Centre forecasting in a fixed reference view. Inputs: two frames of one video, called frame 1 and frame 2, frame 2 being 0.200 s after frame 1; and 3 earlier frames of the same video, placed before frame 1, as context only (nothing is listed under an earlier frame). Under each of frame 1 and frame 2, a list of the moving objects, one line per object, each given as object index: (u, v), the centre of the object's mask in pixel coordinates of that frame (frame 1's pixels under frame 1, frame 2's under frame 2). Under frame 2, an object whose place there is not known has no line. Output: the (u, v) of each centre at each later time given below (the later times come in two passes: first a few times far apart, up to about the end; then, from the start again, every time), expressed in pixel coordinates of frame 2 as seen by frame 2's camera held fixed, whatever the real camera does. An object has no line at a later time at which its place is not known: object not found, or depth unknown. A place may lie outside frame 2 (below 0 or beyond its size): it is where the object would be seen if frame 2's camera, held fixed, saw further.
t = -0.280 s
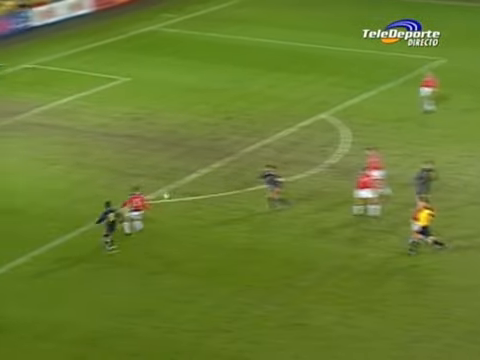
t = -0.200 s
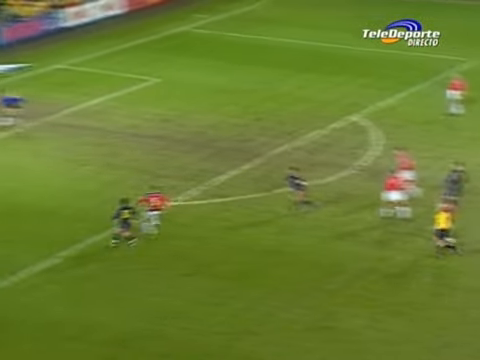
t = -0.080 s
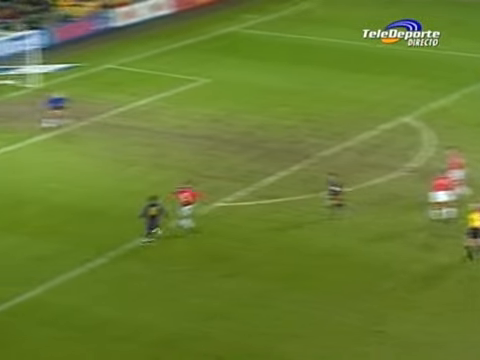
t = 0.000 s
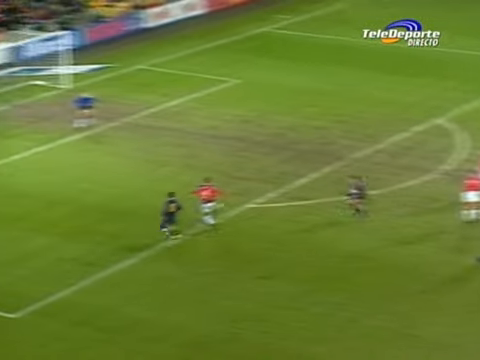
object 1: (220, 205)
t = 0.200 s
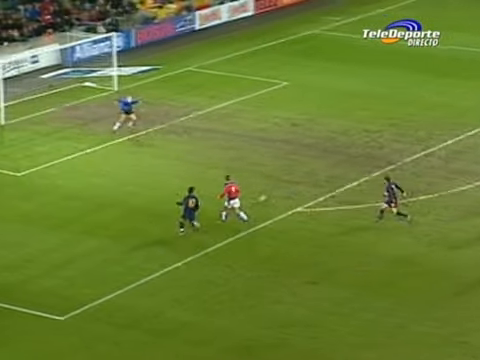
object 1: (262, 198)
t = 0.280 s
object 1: (260, 191)
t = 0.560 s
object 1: (258, 176)
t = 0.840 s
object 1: (258, 162)
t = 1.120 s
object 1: (258, 151)
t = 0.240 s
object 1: (261, 195)
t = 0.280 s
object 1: (260, 191)
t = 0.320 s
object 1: (260, 187)
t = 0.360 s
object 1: (259, 185)
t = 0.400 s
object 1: (258, 184)
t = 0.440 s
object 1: (258, 182)
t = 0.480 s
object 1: (258, 181)
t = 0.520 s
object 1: (258, 179)
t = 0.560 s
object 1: (258, 176)
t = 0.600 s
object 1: (258, 174)
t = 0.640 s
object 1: (258, 172)
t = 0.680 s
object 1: (258, 171)
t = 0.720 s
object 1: (257, 169)
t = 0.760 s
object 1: (258, 166)
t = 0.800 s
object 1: (258, 164)
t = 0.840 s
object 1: (258, 162)
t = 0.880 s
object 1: (258, 161)
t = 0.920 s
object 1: (258, 160)
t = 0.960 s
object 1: (258, 158)
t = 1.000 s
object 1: (258, 156)
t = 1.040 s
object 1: (258, 154)
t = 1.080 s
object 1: (258, 152)
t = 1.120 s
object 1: (258, 151)
